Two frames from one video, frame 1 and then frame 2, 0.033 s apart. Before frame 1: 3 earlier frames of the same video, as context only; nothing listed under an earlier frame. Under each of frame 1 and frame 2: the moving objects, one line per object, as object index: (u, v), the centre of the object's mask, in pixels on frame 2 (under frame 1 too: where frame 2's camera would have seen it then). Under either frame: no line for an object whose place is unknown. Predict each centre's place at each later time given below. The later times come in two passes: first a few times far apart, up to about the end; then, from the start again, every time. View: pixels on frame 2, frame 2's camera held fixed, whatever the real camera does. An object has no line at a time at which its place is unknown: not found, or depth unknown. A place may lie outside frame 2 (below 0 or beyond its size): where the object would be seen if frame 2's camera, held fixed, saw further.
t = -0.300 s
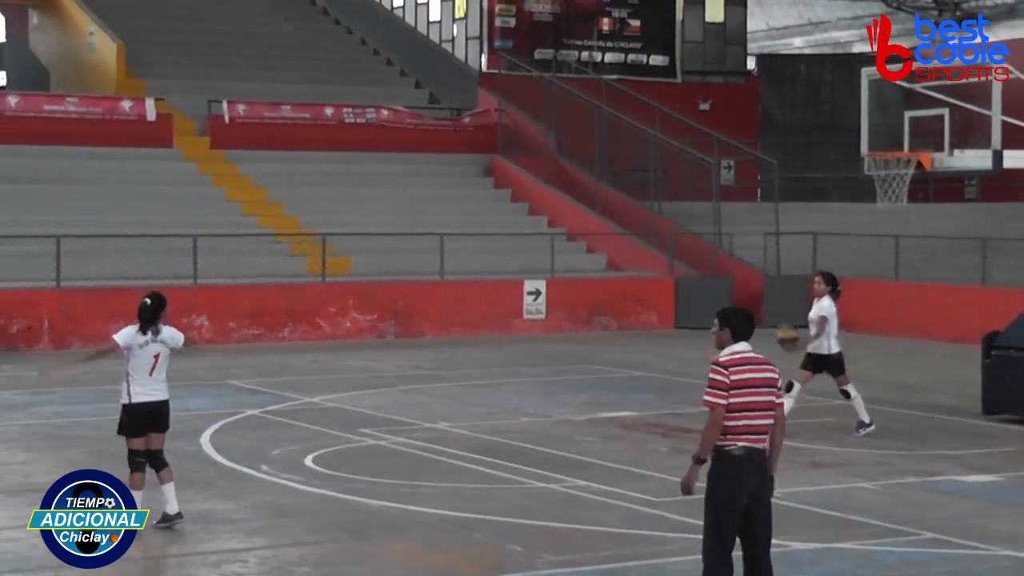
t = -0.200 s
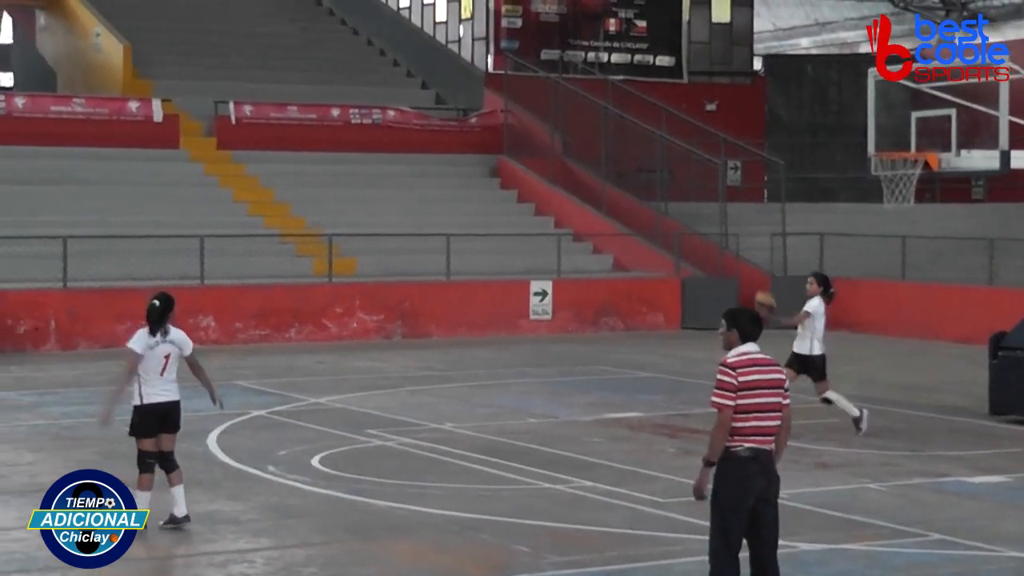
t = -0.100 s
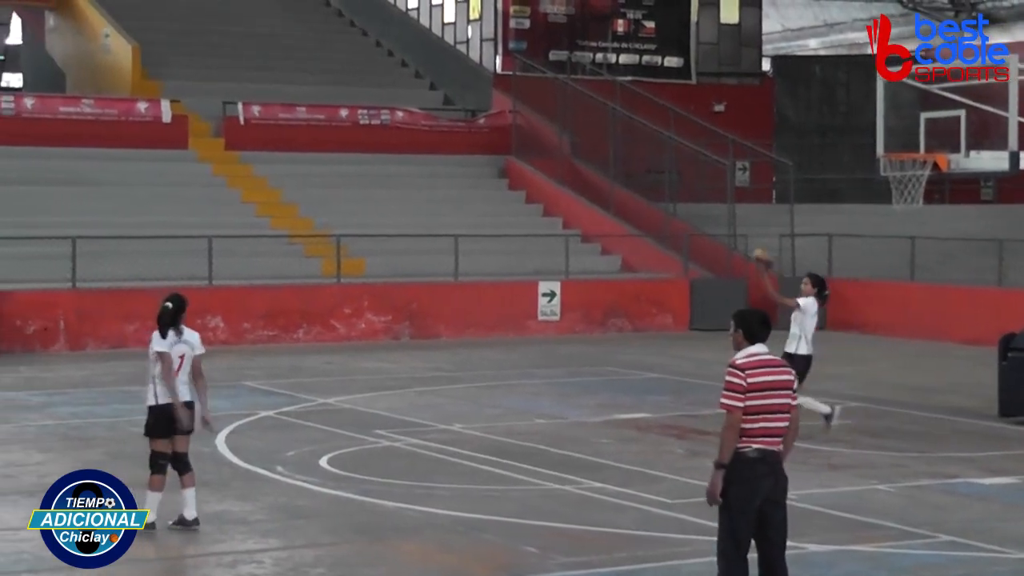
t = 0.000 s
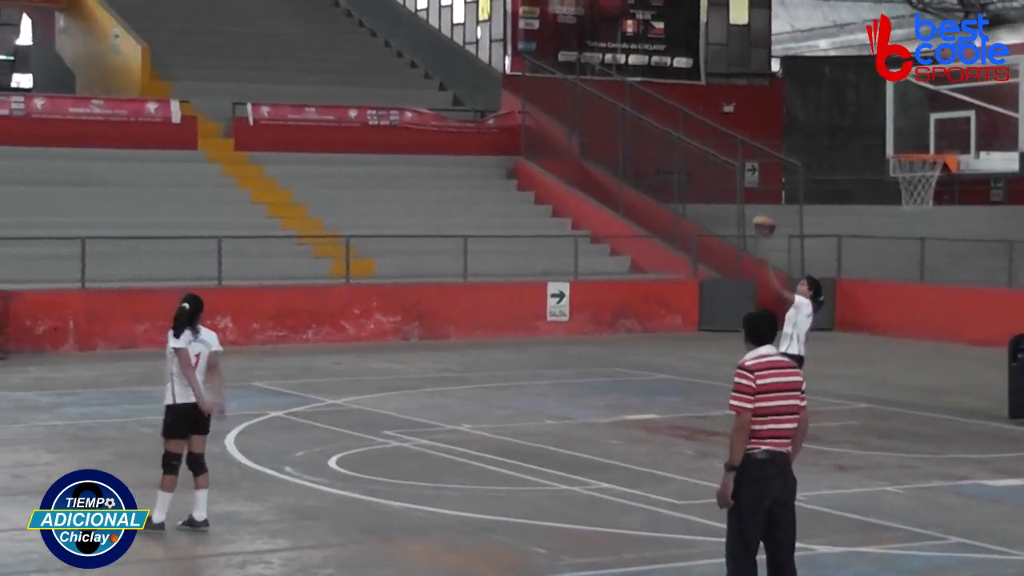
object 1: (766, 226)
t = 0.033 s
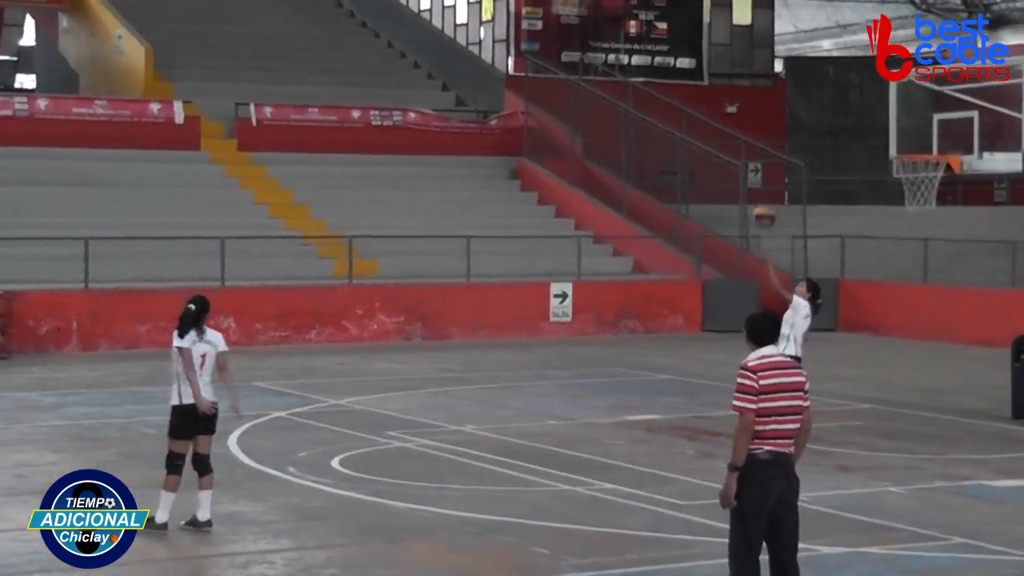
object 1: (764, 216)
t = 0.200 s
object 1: (749, 186)
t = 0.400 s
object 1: (732, 190)
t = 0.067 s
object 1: (762, 207)
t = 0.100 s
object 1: (758, 200)
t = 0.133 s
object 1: (755, 194)
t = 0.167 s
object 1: (752, 189)
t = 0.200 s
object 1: (749, 186)
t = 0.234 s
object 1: (747, 183)
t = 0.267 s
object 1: (746, 182)
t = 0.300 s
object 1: (742, 182)
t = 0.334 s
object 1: (739, 183)
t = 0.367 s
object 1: (736, 186)
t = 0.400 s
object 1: (732, 190)
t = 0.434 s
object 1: (729, 193)
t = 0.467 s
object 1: (726, 200)
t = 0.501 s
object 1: (723, 207)
